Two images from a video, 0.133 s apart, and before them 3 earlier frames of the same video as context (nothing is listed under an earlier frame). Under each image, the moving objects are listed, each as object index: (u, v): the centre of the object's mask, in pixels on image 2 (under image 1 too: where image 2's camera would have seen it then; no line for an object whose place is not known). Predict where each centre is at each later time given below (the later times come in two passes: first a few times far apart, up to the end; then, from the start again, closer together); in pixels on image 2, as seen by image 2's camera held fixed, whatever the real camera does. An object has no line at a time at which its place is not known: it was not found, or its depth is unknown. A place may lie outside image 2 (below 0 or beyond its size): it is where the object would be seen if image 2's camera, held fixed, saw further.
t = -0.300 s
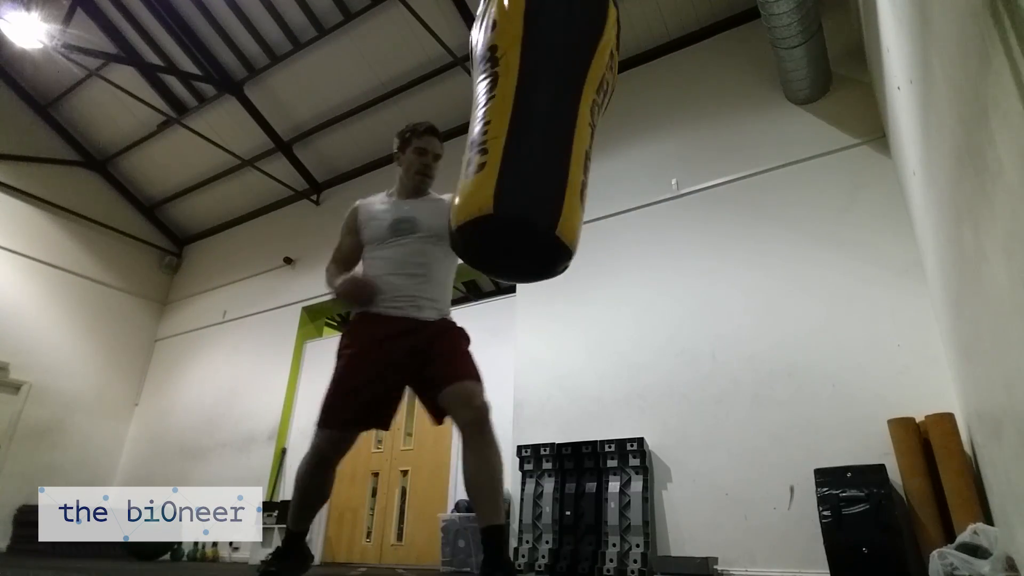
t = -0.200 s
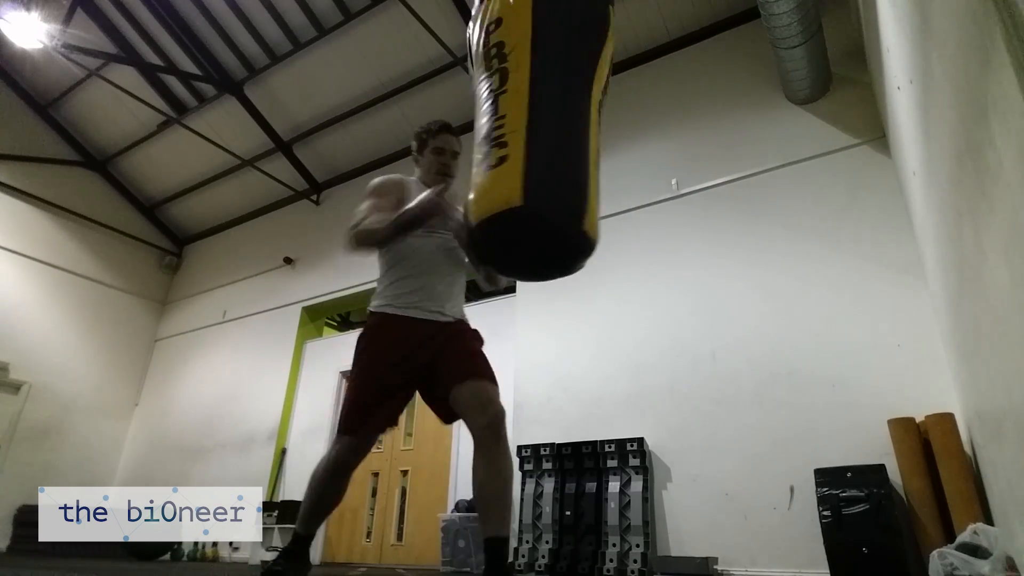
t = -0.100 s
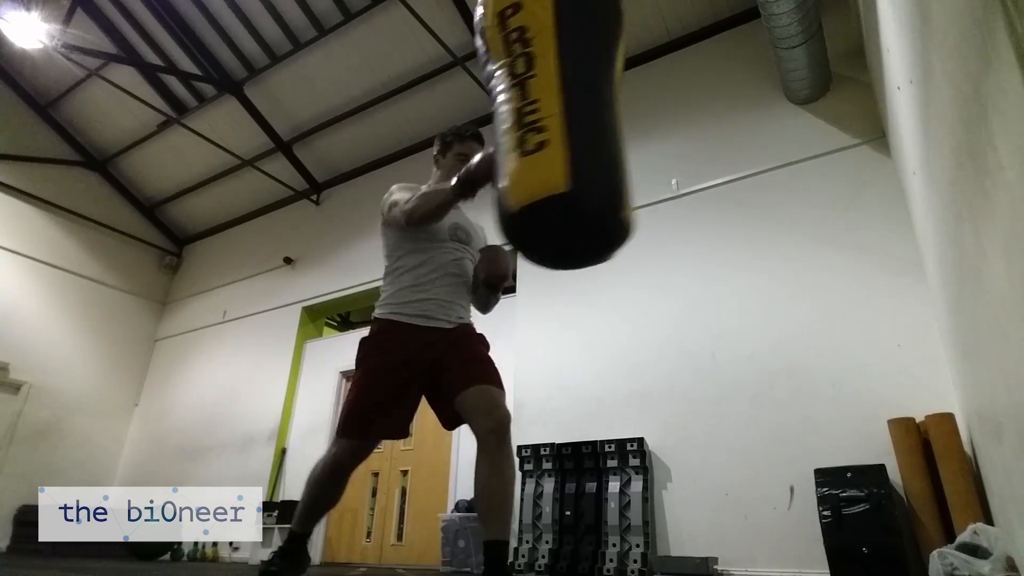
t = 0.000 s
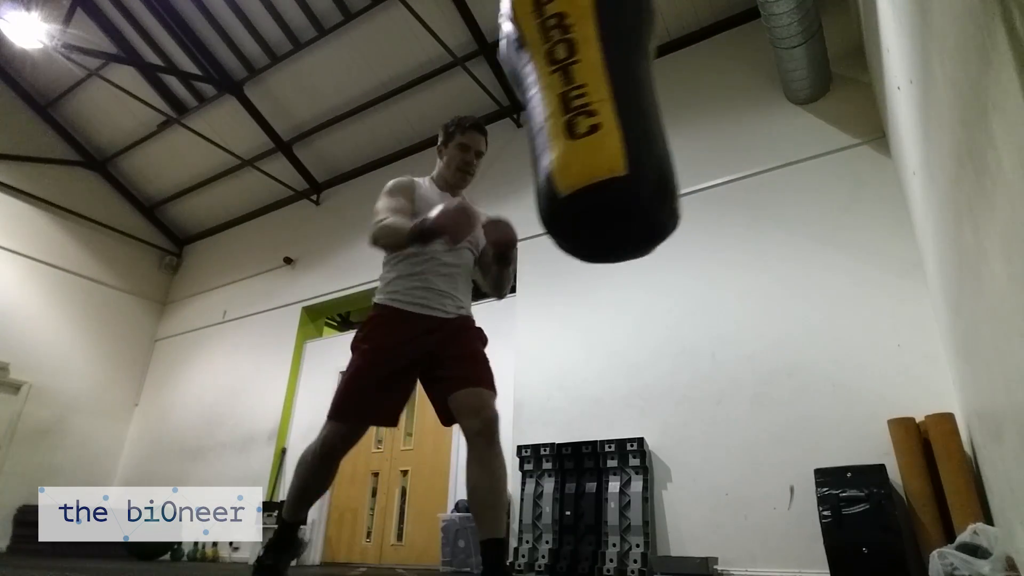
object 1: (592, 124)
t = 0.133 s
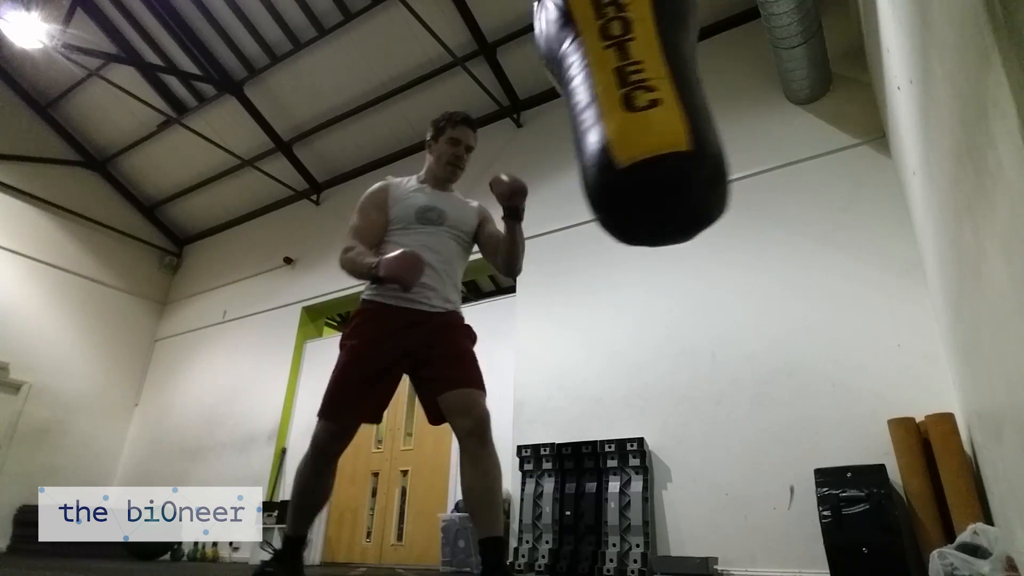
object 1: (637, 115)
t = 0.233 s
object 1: (665, 111)
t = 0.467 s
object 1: (685, 116)
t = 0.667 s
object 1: (657, 131)
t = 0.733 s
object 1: (640, 134)
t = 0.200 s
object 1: (657, 113)
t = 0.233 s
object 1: (665, 111)
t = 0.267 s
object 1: (672, 110)
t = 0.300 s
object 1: (678, 109)
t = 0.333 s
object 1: (682, 110)
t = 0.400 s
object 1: (686, 113)
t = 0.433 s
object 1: (687, 115)
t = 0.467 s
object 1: (685, 116)
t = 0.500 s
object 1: (682, 118)
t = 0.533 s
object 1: (679, 120)
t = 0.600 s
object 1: (671, 126)
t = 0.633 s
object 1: (665, 128)
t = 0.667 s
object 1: (657, 131)
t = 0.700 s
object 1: (648, 132)
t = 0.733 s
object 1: (640, 134)
